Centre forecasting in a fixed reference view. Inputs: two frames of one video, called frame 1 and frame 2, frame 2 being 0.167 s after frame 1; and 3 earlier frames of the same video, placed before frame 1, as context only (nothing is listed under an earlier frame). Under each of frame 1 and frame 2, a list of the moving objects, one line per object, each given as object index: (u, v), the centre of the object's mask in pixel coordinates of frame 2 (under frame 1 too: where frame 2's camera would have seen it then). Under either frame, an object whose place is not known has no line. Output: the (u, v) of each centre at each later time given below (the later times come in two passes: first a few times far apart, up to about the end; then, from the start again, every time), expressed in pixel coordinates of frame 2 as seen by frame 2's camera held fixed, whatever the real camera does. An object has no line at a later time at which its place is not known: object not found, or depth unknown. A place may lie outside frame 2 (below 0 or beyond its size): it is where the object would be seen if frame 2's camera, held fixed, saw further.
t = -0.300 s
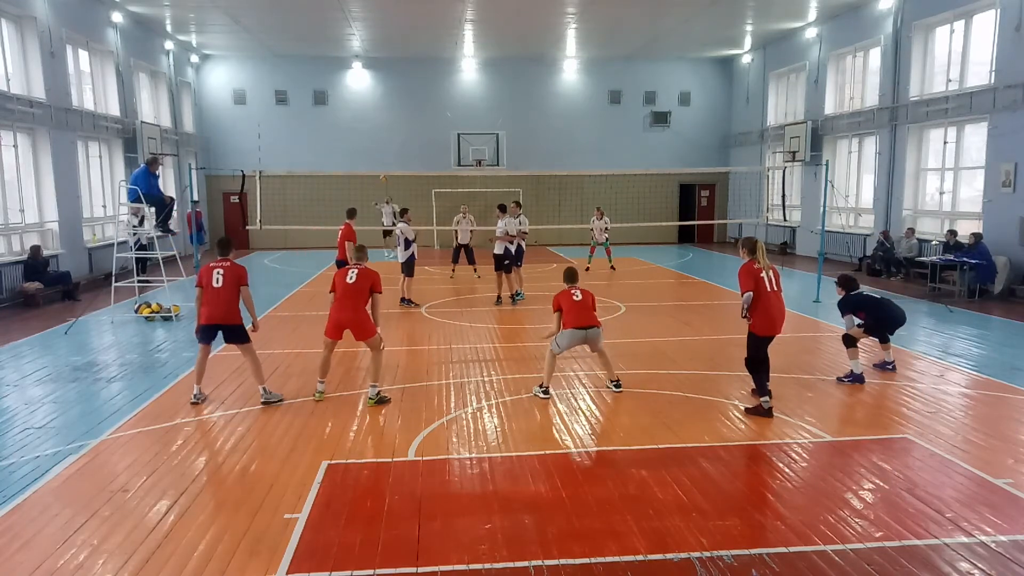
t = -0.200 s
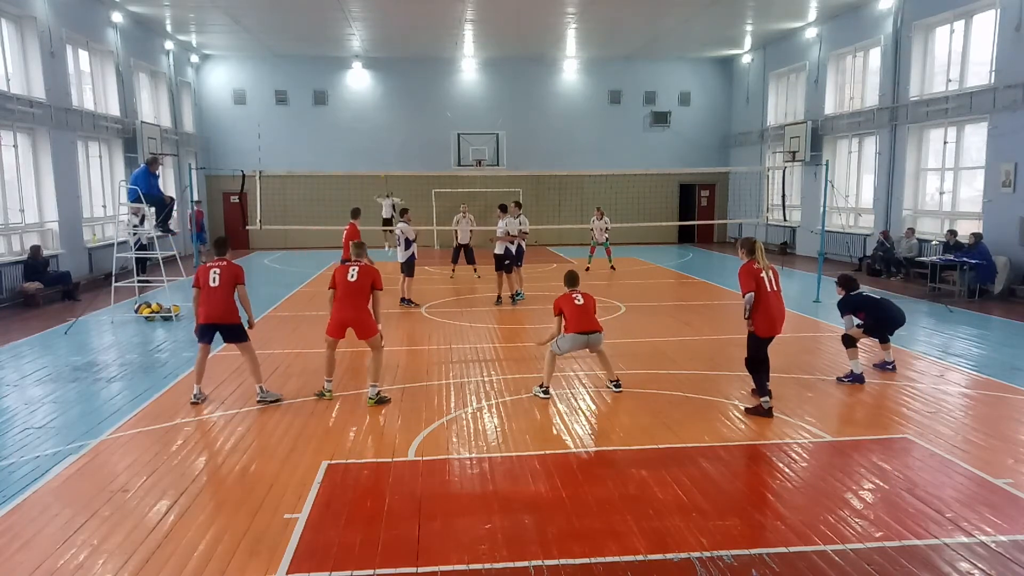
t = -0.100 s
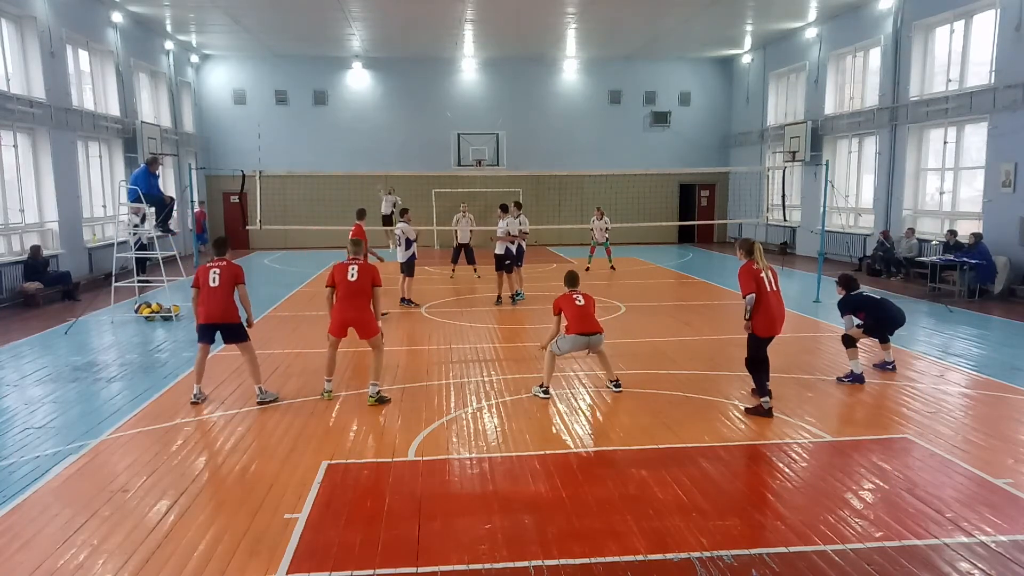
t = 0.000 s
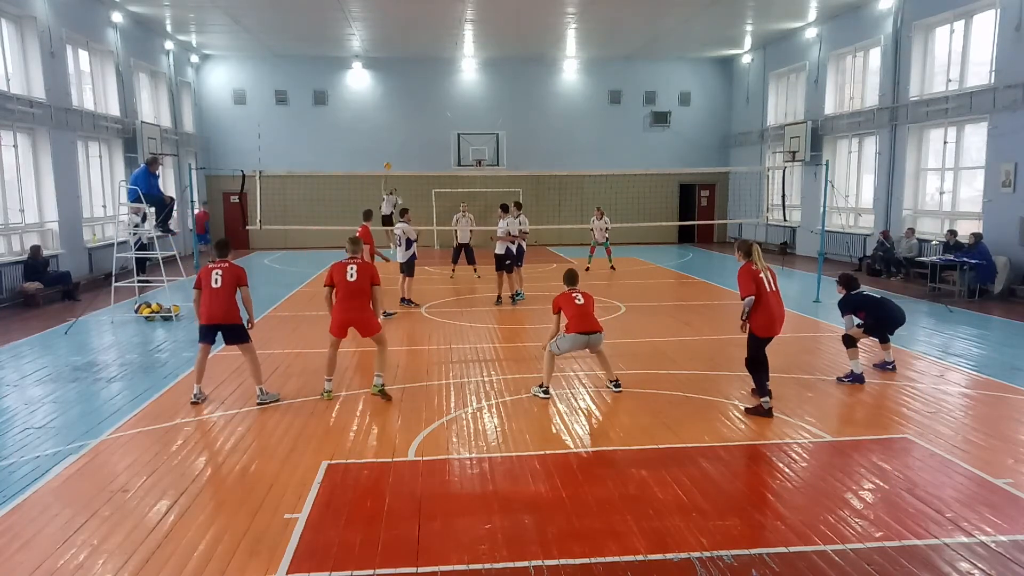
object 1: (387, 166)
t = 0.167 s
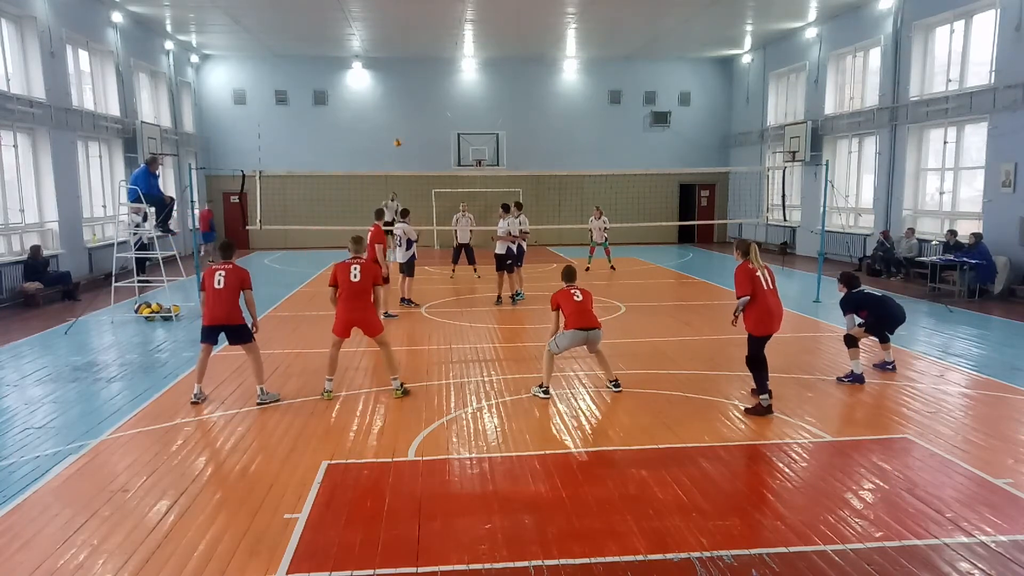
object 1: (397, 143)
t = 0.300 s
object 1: (406, 127)
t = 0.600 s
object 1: (436, 121)
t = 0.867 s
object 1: (476, 167)
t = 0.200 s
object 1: (399, 138)
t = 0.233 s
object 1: (402, 134)
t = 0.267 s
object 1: (404, 131)
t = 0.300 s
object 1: (406, 127)
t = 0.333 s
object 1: (409, 124)
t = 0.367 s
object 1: (411, 122)
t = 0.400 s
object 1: (414, 120)
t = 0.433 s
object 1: (417, 119)
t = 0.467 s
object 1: (421, 118)
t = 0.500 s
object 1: (424, 119)
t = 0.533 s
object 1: (429, 119)
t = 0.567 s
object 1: (432, 119)
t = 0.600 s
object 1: (436, 121)
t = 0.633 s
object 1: (440, 124)
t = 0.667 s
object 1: (444, 127)
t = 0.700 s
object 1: (449, 131)
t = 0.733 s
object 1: (454, 136)
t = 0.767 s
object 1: (459, 142)
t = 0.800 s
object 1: (464, 150)
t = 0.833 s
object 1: (470, 158)
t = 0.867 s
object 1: (476, 167)
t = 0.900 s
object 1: (482, 179)
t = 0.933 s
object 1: (489, 192)
